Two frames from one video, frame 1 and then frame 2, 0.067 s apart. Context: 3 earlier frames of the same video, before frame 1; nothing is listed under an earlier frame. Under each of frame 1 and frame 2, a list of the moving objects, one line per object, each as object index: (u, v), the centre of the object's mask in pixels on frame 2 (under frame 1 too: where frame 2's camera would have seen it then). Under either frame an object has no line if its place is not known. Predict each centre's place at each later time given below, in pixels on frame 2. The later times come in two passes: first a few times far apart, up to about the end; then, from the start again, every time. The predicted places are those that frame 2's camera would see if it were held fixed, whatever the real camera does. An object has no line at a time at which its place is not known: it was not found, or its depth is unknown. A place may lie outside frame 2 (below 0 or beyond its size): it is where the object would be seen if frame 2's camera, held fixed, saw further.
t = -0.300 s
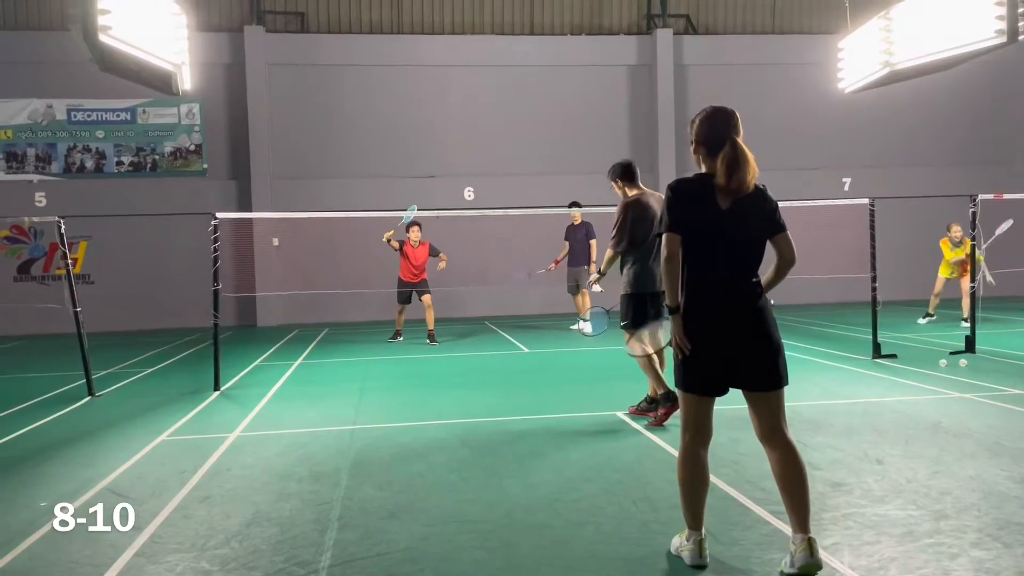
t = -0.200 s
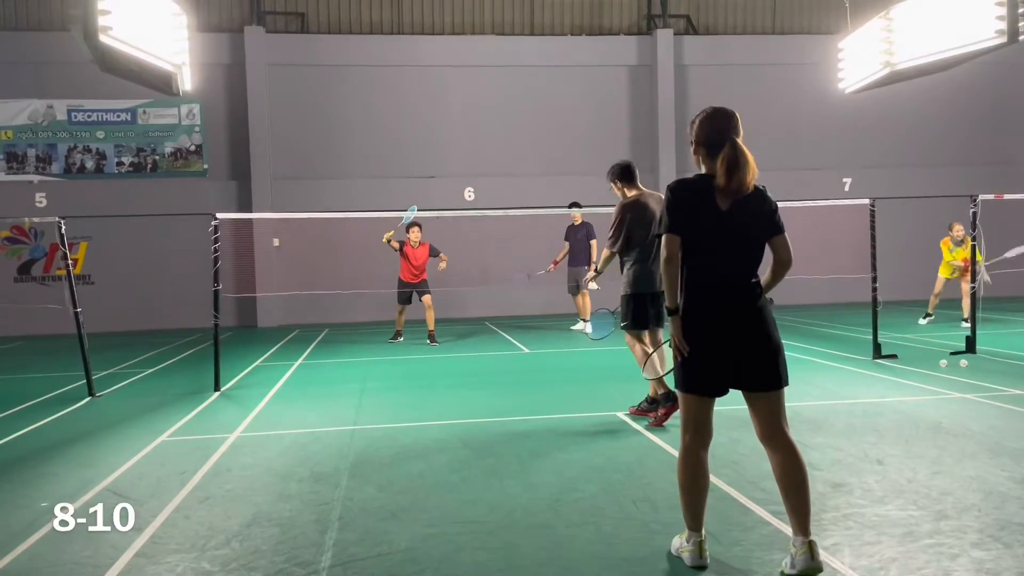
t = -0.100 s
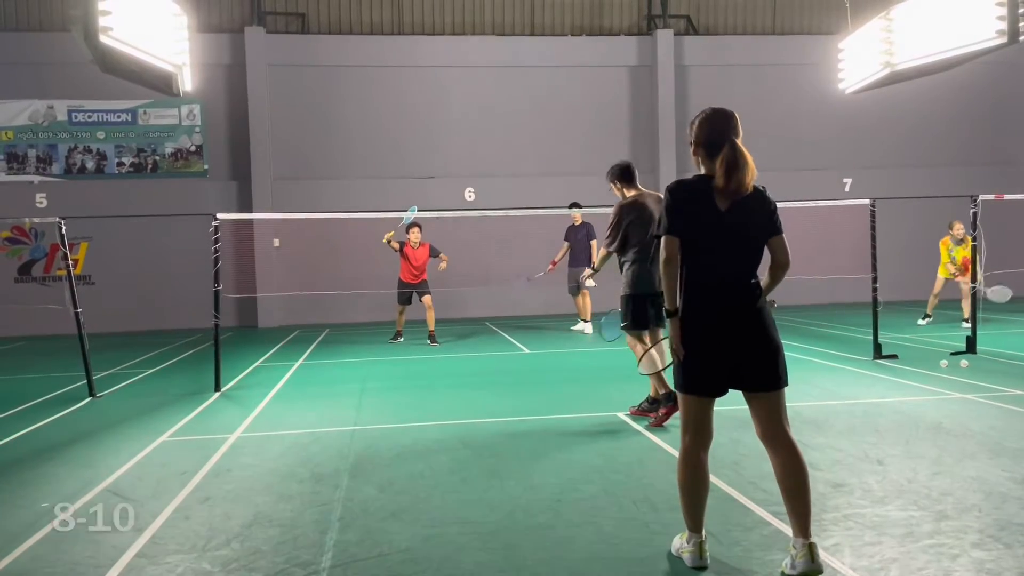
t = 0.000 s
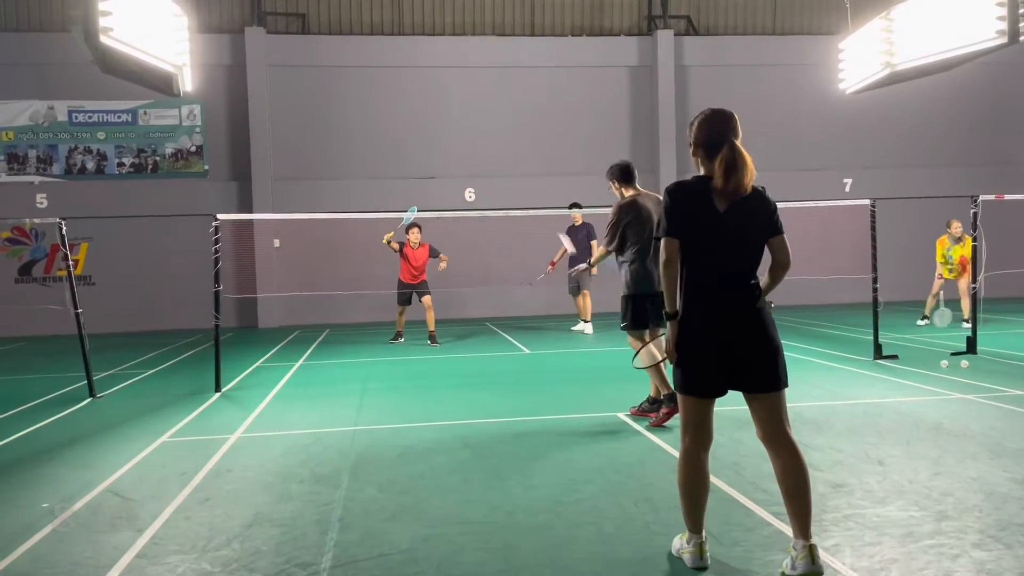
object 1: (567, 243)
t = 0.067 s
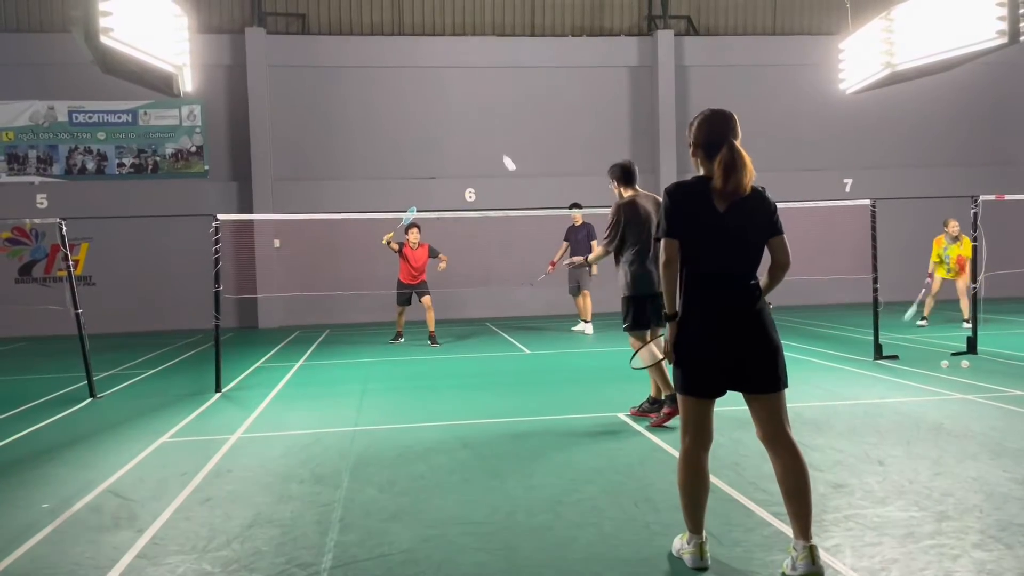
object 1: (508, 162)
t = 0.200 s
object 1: (448, 84)
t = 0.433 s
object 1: (397, 45)
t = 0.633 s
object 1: (374, 55)
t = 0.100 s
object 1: (489, 136)
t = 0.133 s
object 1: (473, 115)
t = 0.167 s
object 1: (460, 97)
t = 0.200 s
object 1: (448, 84)
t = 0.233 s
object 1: (438, 73)
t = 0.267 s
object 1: (430, 65)
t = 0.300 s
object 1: (422, 58)
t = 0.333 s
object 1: (415, 53)
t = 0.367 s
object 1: (408, 49)
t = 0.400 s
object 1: (403, 46)
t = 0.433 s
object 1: (397, 45)
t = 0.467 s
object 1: (393, 45)
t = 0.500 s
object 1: (388, 45)
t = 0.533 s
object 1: (384, 46)
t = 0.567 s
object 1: (380, 49)
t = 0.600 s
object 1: (377, 51)
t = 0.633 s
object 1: (374, 55)
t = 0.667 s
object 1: (371, 59)
